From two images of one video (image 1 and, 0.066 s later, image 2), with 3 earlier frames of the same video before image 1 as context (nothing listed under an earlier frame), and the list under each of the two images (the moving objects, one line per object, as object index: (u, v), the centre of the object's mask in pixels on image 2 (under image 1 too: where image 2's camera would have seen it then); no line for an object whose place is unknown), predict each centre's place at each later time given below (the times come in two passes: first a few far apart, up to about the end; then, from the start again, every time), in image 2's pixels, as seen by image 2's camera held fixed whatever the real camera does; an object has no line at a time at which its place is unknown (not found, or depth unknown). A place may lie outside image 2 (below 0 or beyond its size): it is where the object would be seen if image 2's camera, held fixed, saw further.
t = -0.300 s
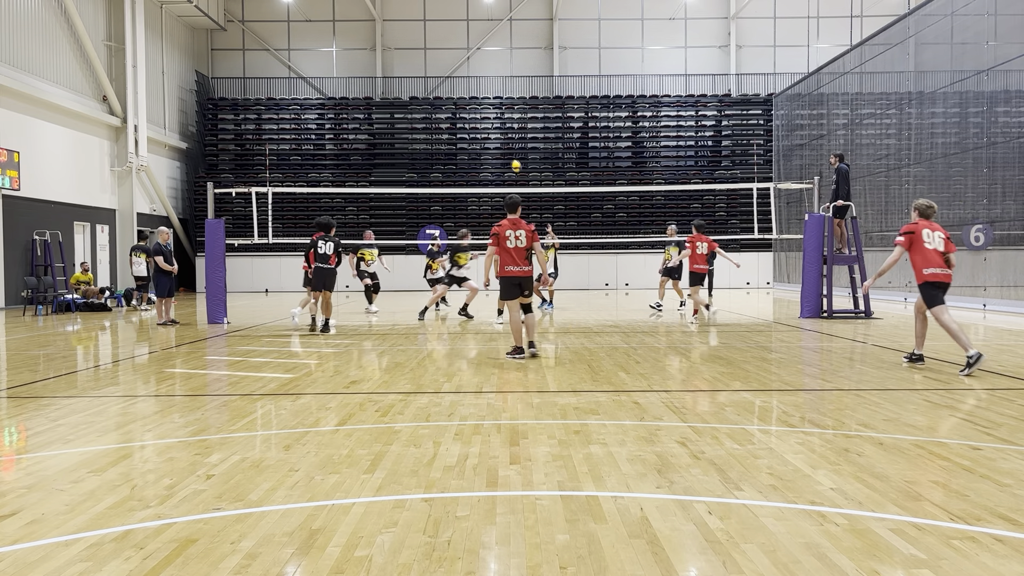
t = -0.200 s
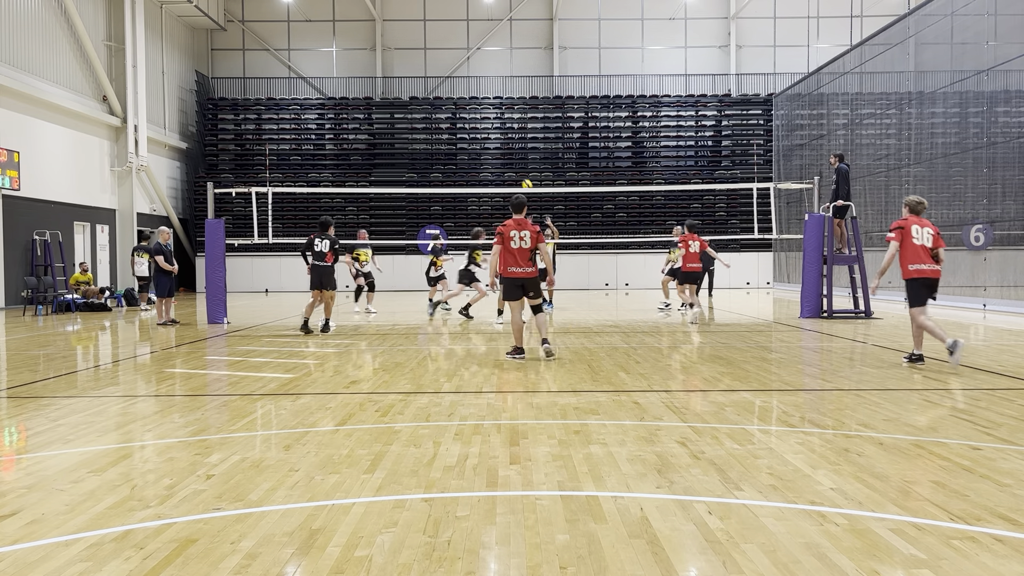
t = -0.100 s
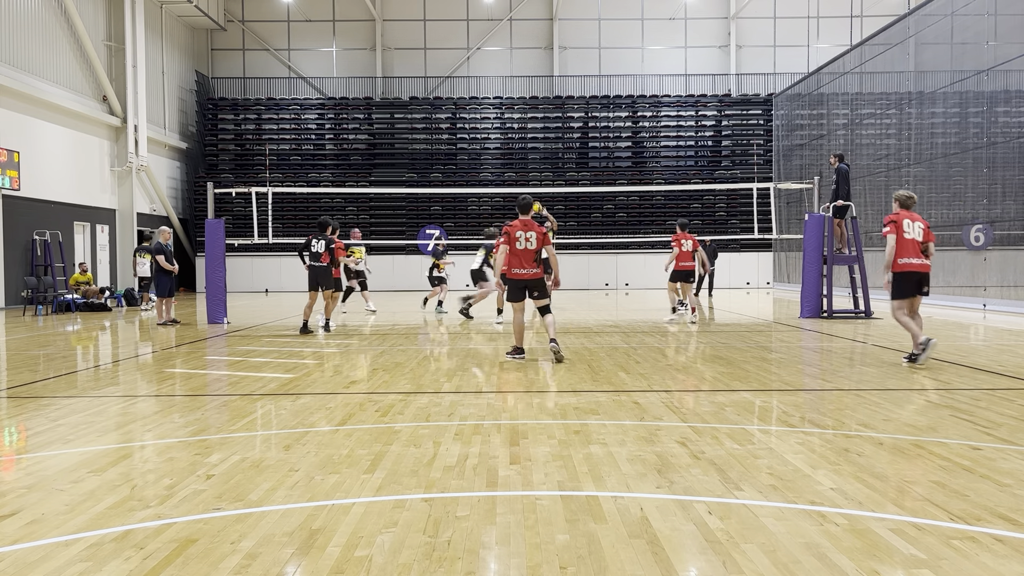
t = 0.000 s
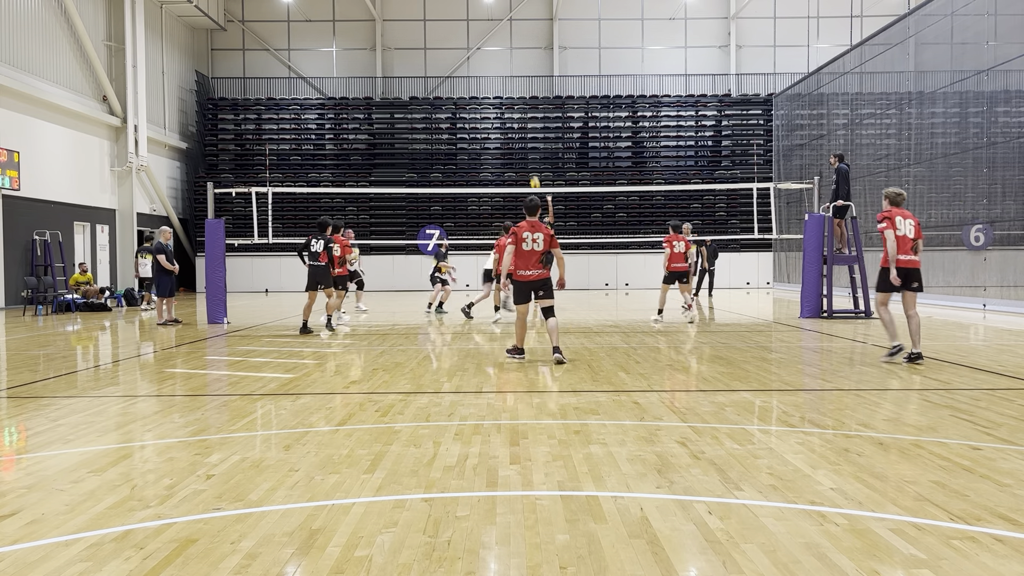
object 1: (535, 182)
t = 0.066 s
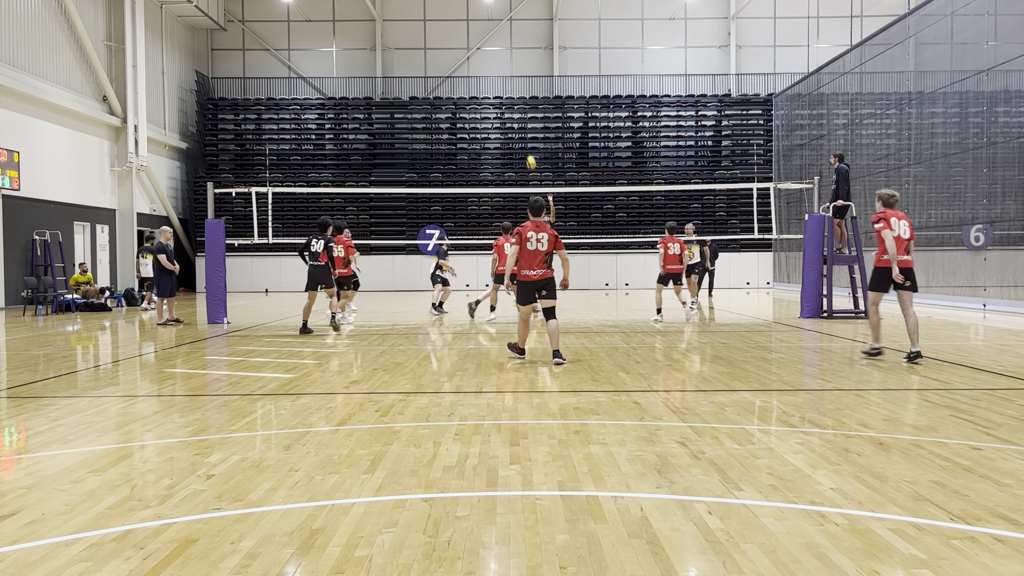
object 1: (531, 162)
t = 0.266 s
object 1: (519, 111)
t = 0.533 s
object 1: (502, 71)
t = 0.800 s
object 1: (486, 64)
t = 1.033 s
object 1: (472, 86)
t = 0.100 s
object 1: (529, 153)
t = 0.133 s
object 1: (527, 143)
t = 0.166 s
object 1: (524, 135)
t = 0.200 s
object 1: (523, 126)
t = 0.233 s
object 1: (521, 118)
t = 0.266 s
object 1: (519, 111)
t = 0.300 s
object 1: (517, 105)
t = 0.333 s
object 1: (515, 99)
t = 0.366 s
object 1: (512, 93)
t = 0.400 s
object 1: (511, 87)
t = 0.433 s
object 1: (508, 82)
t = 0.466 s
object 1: (506, 78)
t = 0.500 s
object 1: (504, 75)
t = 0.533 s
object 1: (502, 71)
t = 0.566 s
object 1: (500, 69)
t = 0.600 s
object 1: (498, 66)
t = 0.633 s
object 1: (496, 65)
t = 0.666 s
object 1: (494, 64)
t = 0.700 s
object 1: (492, 63)
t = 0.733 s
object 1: (491, 63)
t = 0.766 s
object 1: (488, 63)
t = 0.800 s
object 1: (486, 64)
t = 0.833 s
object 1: (484, 66)
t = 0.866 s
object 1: (482, 67)
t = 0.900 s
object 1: (481, 70)
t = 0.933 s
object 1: (478, 73)
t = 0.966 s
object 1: (476, 77)
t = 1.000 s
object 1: (474, 81)
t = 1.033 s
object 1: (472, 86)
